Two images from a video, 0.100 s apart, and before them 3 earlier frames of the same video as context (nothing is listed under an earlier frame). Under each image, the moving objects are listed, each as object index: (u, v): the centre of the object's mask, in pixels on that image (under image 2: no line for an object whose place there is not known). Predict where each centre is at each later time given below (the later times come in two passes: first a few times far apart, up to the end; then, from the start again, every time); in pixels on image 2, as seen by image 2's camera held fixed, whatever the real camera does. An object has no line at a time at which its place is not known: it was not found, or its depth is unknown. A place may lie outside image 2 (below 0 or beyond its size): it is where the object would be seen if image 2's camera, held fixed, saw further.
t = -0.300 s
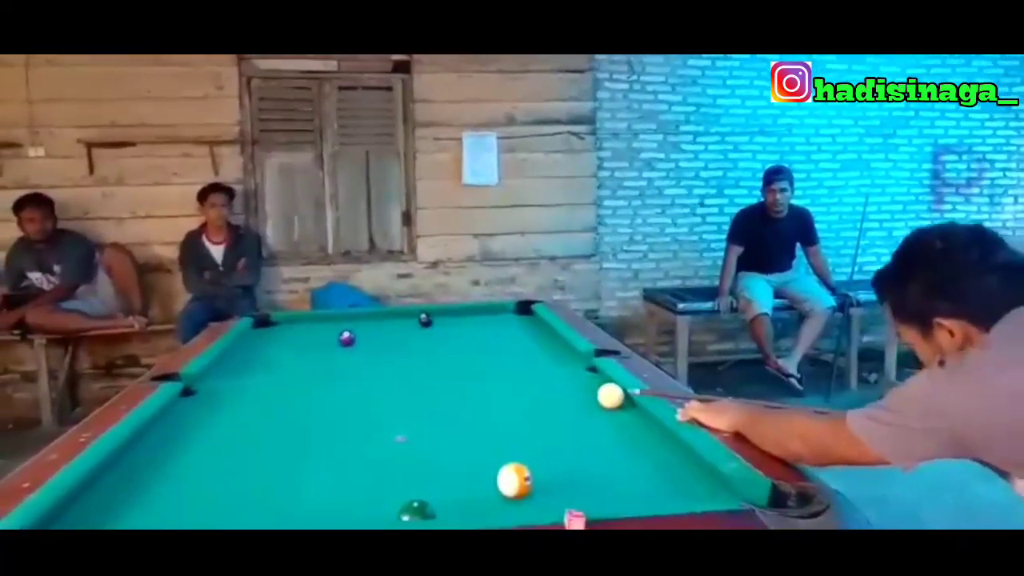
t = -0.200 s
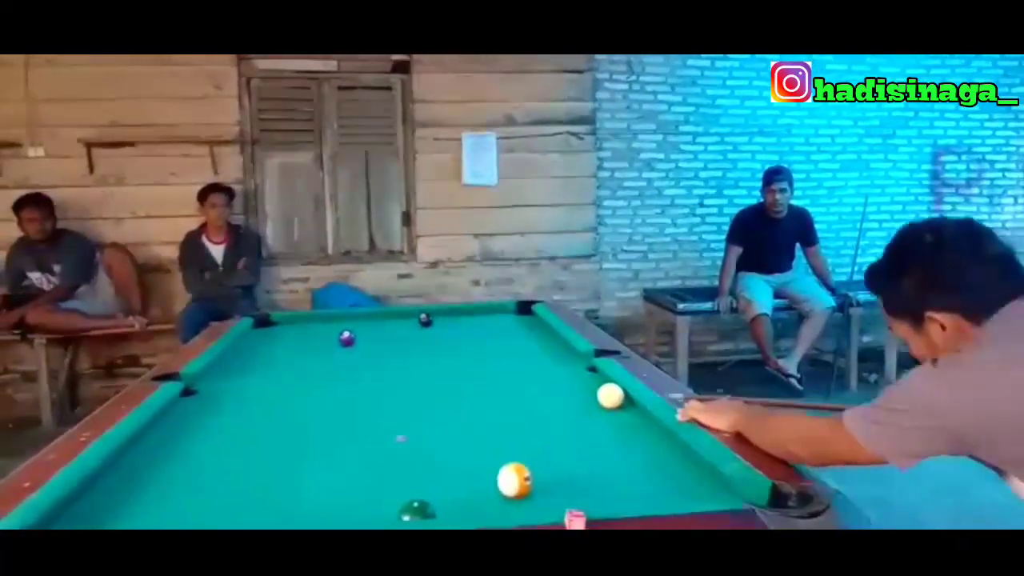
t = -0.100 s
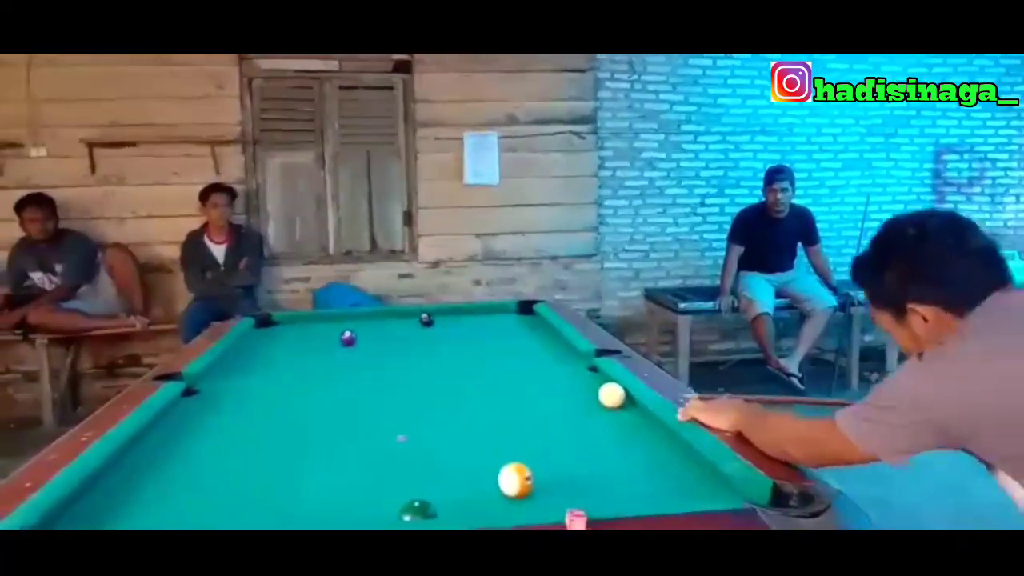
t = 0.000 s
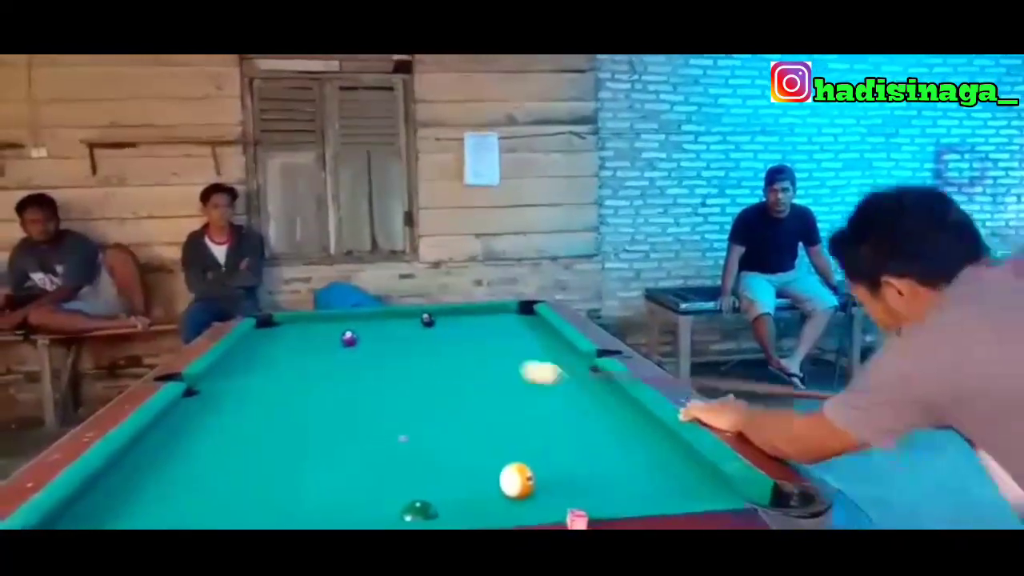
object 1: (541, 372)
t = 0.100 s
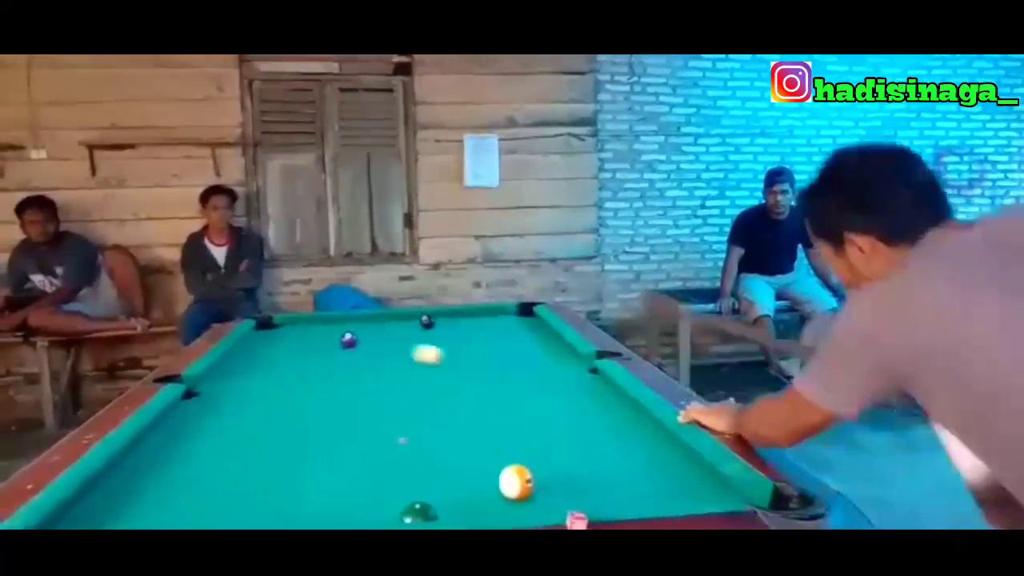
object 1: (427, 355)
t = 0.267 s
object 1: (342, 335)
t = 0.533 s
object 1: (285, 335)
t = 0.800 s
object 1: (281, 325)
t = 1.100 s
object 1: (318, 320)
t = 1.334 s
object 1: (339, 321)
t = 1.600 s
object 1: (362, 323)
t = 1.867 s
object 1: (384, 326)
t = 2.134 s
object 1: (405, 328)
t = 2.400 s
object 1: (425, 331)
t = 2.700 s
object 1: (445, 333)
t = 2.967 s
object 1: (462, 335)
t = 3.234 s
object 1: (477, 337)
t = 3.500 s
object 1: (491, 339)
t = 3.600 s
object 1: (495, 340)
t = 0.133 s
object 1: (396, 349)
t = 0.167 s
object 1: (369, 343)
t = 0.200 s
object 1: (353, 337)
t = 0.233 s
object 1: (347, 334)
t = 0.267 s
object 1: (342, 335)
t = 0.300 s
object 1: (337, 338)
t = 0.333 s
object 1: (330, 339)
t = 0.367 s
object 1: (324, 339)
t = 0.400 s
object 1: (317, 339)
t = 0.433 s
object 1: (309, 338)
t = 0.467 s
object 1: (302, 338)
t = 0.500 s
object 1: (293, 337)
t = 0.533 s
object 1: (285, 335)
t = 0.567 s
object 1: (277, 334)
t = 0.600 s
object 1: (268, 333)
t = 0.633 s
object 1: (260, 331)
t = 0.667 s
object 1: (260, 330)
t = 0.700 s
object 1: (265, 328)
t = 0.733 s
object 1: (270, 327)
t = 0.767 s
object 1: (276, 326)
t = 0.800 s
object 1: (281, 325)
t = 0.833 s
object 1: (285, 324)
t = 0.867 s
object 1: (291, 323)
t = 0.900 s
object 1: (295, 322)
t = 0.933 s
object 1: (300, 321)
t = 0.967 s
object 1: (305, 320)
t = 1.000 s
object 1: (309, 319)
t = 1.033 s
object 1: (313, 319)
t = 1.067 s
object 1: (316, 319)
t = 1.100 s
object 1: (318, 320)
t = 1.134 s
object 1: (321, 320)
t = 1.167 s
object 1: (324, 320)
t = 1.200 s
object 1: (327, 320)
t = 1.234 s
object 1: (330, 321)
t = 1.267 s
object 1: (333, 321)
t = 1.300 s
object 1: (336, 321)
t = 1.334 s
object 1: (339, 321)
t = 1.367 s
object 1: (342, 322)
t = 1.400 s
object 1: (345, 322)
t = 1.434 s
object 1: (348, 322)
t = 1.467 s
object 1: (350, 323)
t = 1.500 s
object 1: (353, 323)
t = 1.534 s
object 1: (356, 323)
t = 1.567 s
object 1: (359, 323)
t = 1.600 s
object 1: (362, 323)
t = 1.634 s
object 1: (365, 324)
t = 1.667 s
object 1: (368, 324)
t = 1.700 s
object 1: (371, 324)
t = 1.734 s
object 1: (373, 324)
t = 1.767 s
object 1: (376, 325)
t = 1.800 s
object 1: (379, 325)
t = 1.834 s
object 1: (382, 325)
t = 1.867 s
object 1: (384, 326)
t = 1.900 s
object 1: (387, 326)
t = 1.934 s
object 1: (390, 327)
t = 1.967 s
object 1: (392, 327)
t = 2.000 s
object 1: (395, 327)
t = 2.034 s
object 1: (398, 327)
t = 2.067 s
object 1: (400, 327)
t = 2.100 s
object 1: (403, 328)
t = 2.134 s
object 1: (405, 328)
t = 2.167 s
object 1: (408, 328)
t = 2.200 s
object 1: (411, 329)
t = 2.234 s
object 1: (413, 329)
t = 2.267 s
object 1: (415, 329)
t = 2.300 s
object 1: (418, 330)
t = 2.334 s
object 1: (420, 330)
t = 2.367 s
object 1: (422, 330)
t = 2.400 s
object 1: (425, 331)
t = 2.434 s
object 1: (427, 331)
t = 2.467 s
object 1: (430, 331)
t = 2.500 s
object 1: (432, 331)
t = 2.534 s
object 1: (435, 332)
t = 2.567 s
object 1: (436, 332)
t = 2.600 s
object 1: (439, 332)
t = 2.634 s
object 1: (441, 333)
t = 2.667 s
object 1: (443, 333)
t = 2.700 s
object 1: (445, 333)
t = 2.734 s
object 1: (448, 333)
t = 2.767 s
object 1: (449, 333)
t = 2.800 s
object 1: (452, 334)
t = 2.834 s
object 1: (454, 334)
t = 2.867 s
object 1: (456, 335)
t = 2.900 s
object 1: (458, 335)
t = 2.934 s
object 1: (460, 335)
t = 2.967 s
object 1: (462, 335)
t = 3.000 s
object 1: (464, 335)
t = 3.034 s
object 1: (466, 336)
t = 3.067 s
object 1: (468, 336)
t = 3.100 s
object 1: (470, 336)
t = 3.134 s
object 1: (471, 337)
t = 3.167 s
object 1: (473, 337)
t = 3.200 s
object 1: (475, 337)
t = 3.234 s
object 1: (477, 337)
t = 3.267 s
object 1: (479, 337)
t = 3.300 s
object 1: (481, 337)
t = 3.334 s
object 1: (483, 338)
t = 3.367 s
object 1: (484, 338)
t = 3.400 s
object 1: (486, 338)
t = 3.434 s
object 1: (488, 339)
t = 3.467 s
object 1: (489, 339)
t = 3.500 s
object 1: (491, 339)
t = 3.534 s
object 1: (492, 340)
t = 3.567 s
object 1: (494, 340)
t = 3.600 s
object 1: (495, 340)
